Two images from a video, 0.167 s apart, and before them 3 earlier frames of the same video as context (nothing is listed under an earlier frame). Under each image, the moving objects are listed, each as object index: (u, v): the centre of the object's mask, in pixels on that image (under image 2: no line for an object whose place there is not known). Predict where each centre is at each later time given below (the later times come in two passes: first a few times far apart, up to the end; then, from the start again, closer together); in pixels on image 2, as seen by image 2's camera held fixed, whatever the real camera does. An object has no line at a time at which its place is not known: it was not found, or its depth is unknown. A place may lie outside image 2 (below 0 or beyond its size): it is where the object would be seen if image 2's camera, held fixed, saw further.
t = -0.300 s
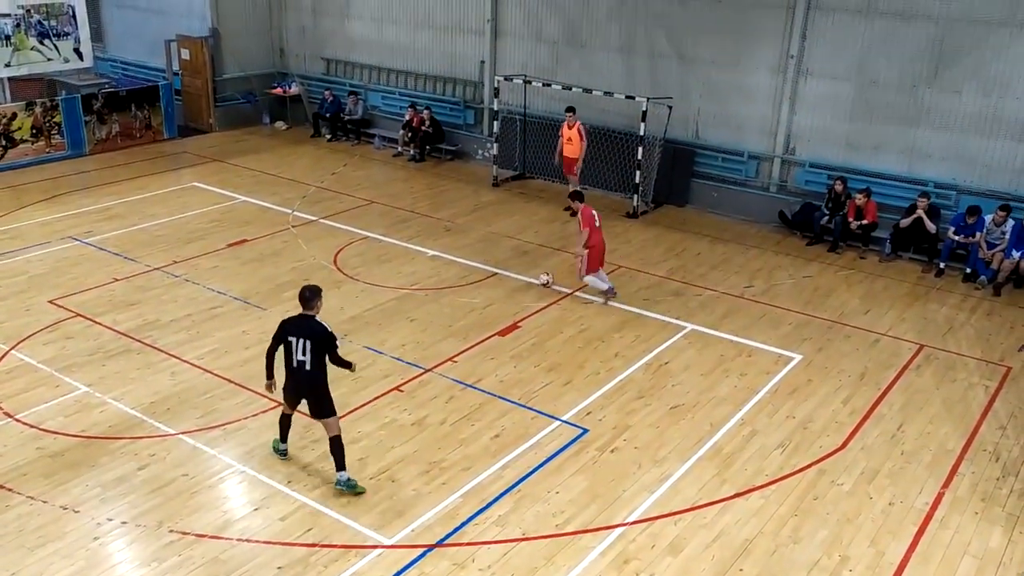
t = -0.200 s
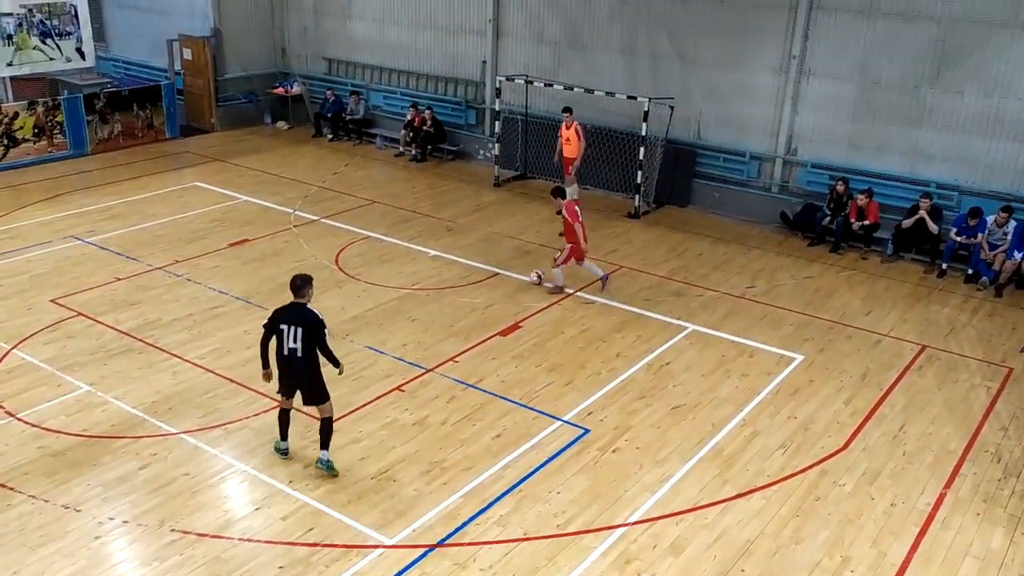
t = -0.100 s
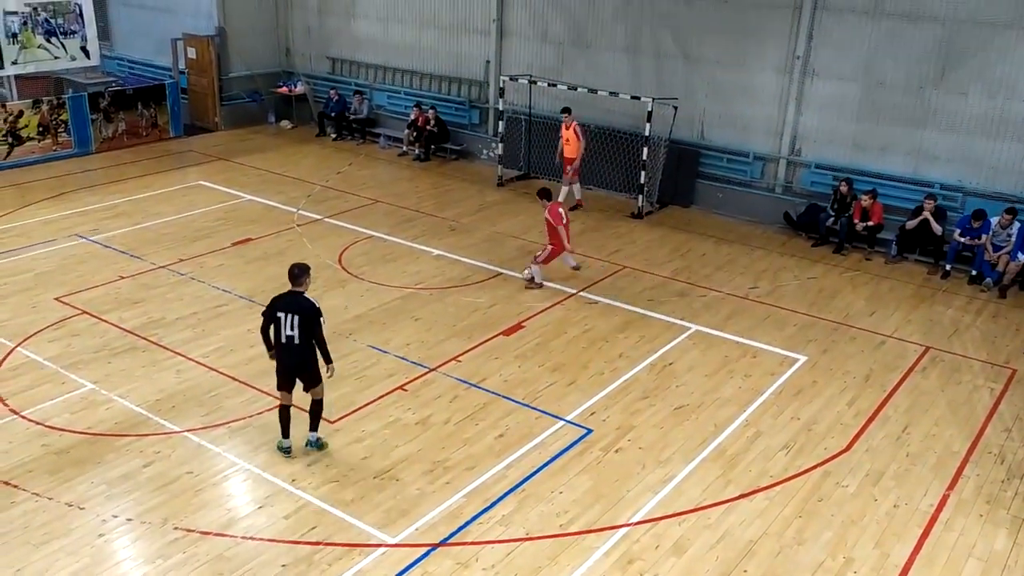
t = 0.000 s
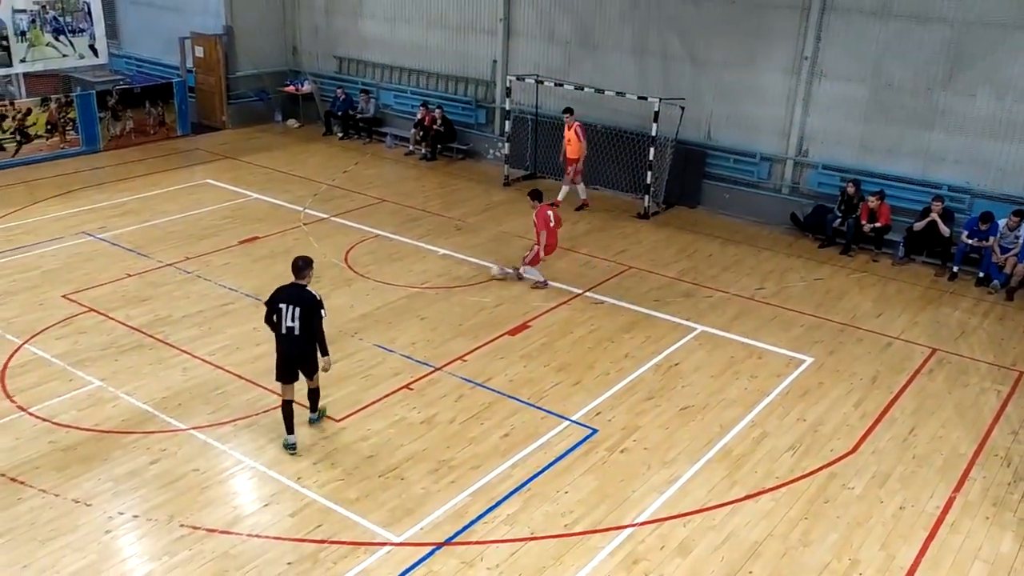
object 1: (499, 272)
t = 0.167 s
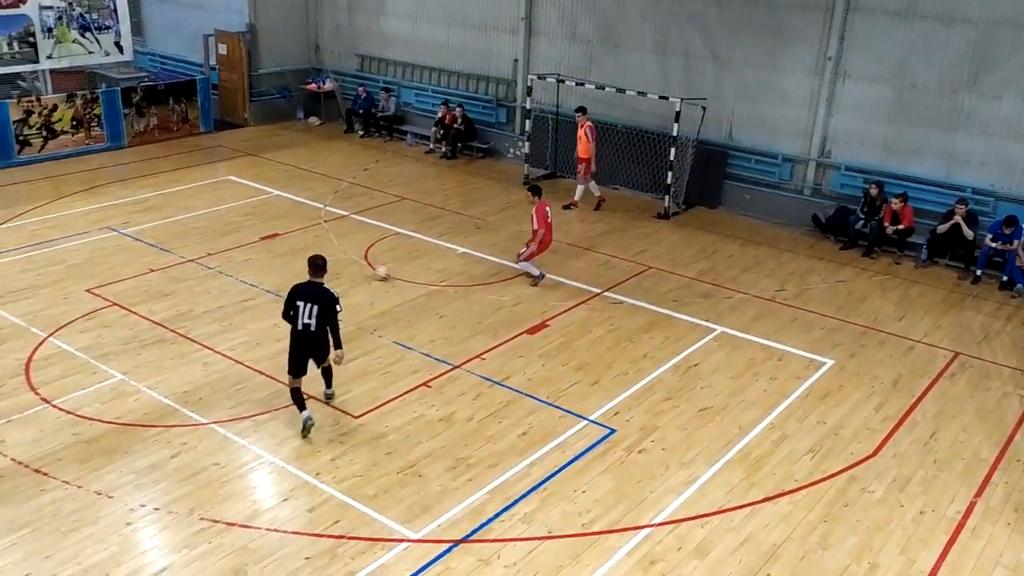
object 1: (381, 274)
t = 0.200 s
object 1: (355, 274)
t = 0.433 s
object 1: (181, 275)
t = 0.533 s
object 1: (110, 276)
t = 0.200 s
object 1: (355, 274)
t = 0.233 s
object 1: (330, 275)
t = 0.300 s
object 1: (278, 275)
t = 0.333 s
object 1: (254, 274)
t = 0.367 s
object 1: (229, 274)
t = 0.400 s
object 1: (205, 275)
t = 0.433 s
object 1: (181, 275)
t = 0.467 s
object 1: (157, 275)
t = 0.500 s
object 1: (133, 275)
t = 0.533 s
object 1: (110, 276)
